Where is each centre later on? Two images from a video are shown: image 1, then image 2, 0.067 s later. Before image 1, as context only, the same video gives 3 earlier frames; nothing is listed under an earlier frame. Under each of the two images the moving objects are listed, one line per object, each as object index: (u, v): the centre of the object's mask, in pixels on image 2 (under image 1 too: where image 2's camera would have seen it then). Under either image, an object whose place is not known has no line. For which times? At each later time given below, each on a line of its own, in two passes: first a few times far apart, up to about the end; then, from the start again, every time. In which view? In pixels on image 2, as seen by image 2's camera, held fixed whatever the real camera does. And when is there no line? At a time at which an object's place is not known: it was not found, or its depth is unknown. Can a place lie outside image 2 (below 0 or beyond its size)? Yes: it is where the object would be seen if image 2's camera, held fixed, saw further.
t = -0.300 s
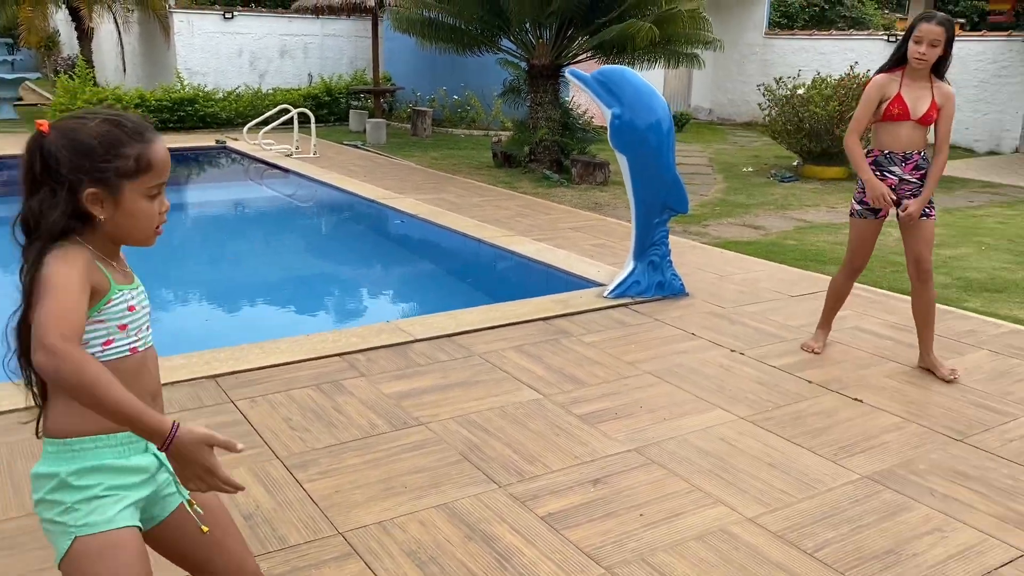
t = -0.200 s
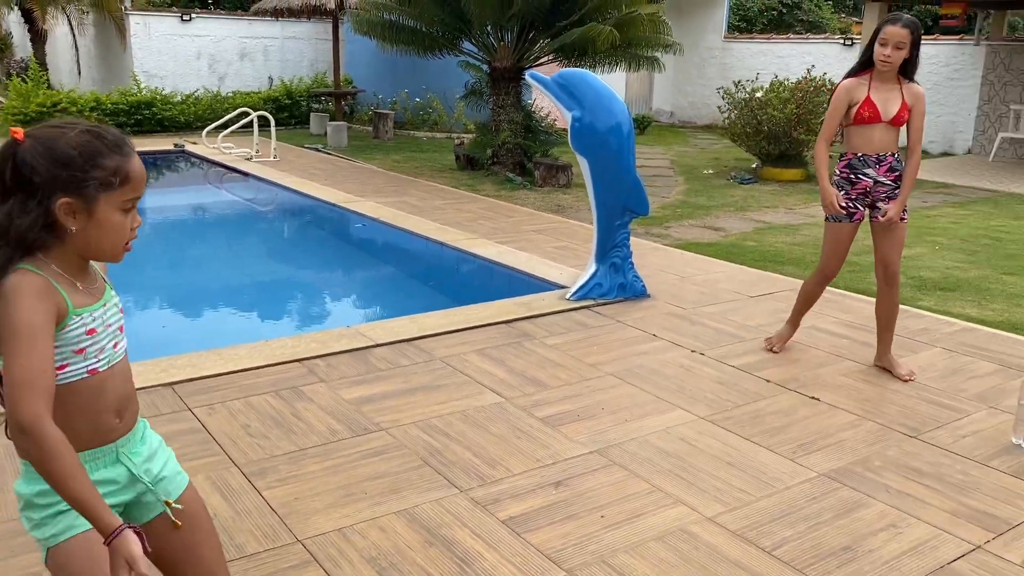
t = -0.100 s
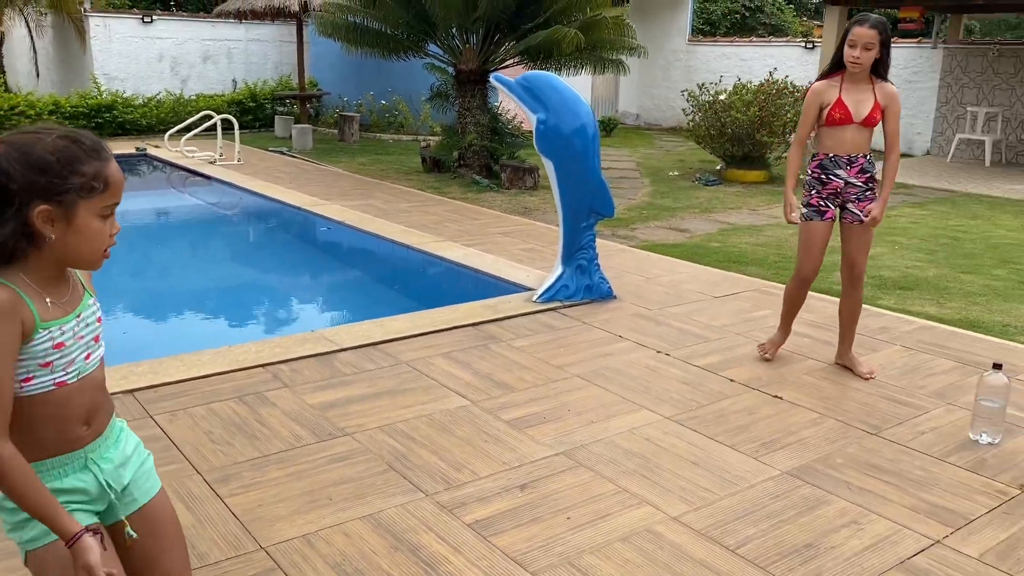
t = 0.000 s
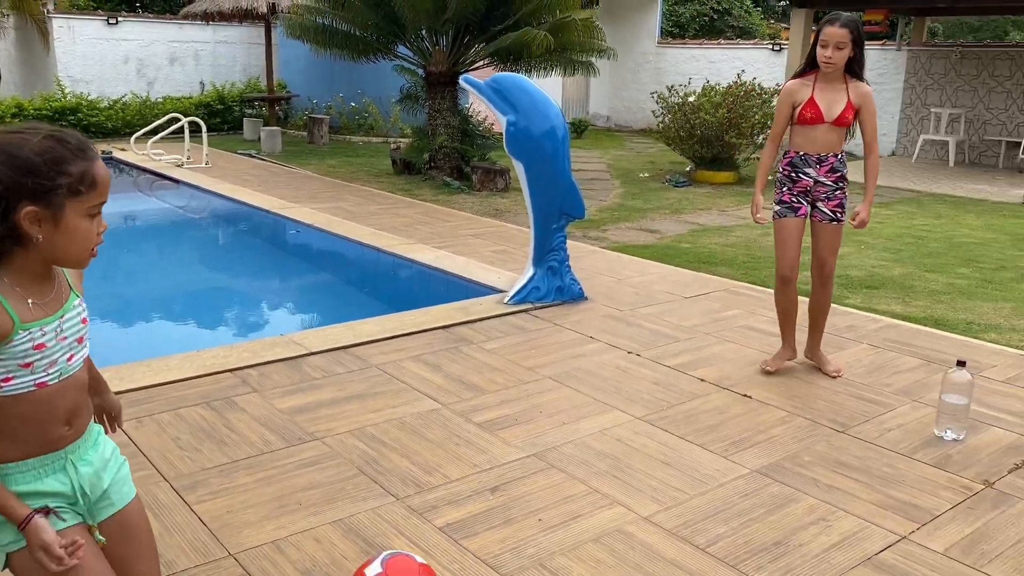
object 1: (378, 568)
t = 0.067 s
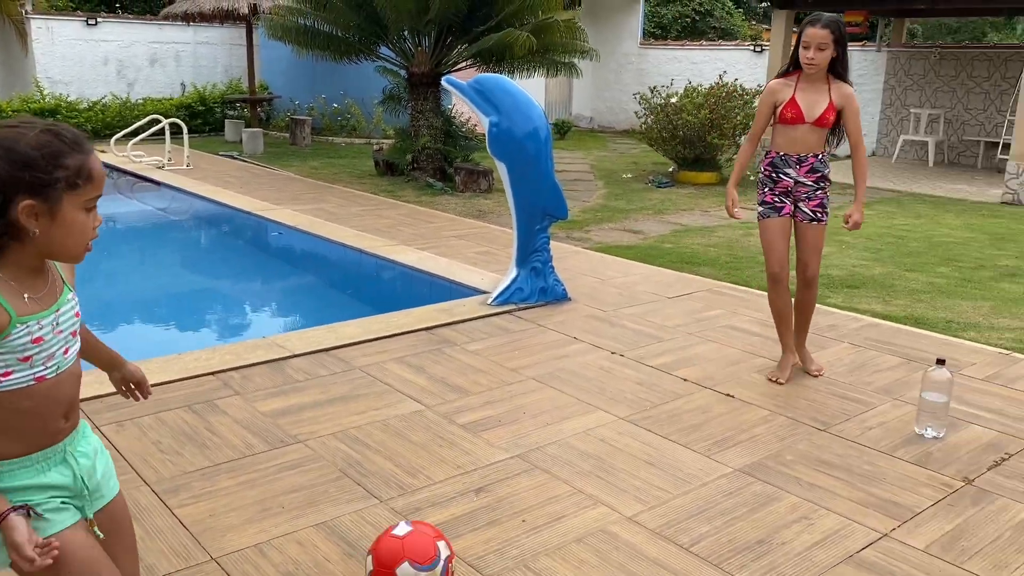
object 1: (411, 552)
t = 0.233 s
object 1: (467, 518)
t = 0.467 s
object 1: (527, 464)
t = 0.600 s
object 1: (556, 440)
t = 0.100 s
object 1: (425, 547)
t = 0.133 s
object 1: (437, 539)
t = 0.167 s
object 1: (447, 530)
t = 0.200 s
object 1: (457, 523)
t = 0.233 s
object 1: (467, 518)
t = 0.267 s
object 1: (476, 507)
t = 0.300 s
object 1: (485, 500)
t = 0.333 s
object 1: (494, 492)
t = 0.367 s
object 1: (503, 484)
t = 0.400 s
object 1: (511, 477)
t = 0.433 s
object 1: (520, 470)
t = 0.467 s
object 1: (527, 464)
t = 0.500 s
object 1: (535, 457)
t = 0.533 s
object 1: (542, 451)
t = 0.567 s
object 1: (549, 446)
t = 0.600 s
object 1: (556, 440)
